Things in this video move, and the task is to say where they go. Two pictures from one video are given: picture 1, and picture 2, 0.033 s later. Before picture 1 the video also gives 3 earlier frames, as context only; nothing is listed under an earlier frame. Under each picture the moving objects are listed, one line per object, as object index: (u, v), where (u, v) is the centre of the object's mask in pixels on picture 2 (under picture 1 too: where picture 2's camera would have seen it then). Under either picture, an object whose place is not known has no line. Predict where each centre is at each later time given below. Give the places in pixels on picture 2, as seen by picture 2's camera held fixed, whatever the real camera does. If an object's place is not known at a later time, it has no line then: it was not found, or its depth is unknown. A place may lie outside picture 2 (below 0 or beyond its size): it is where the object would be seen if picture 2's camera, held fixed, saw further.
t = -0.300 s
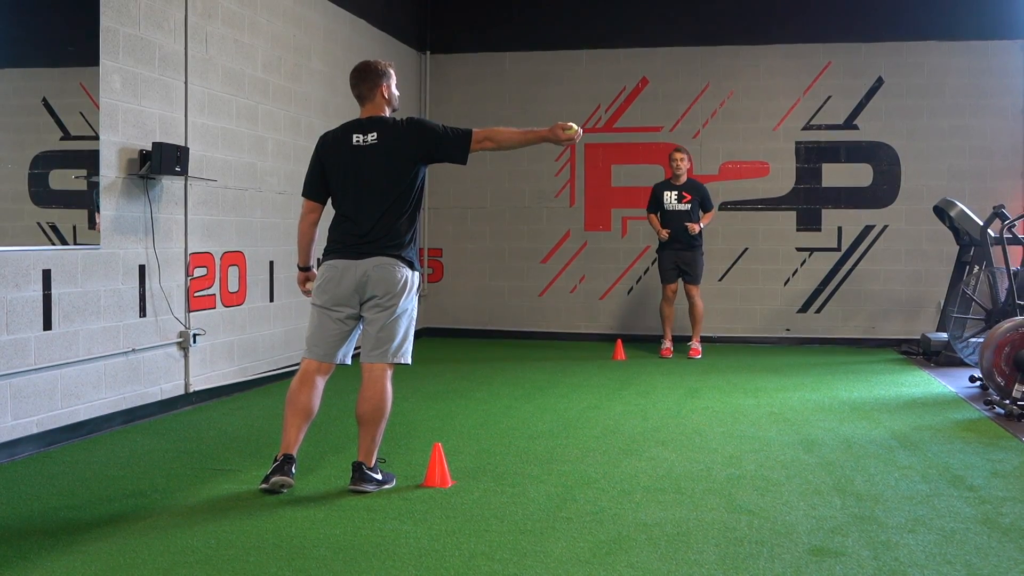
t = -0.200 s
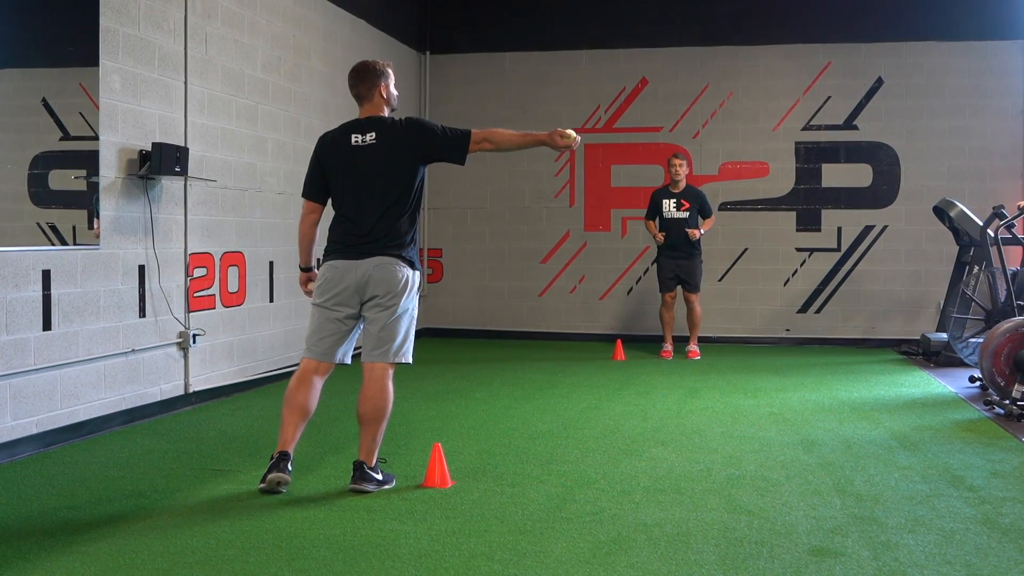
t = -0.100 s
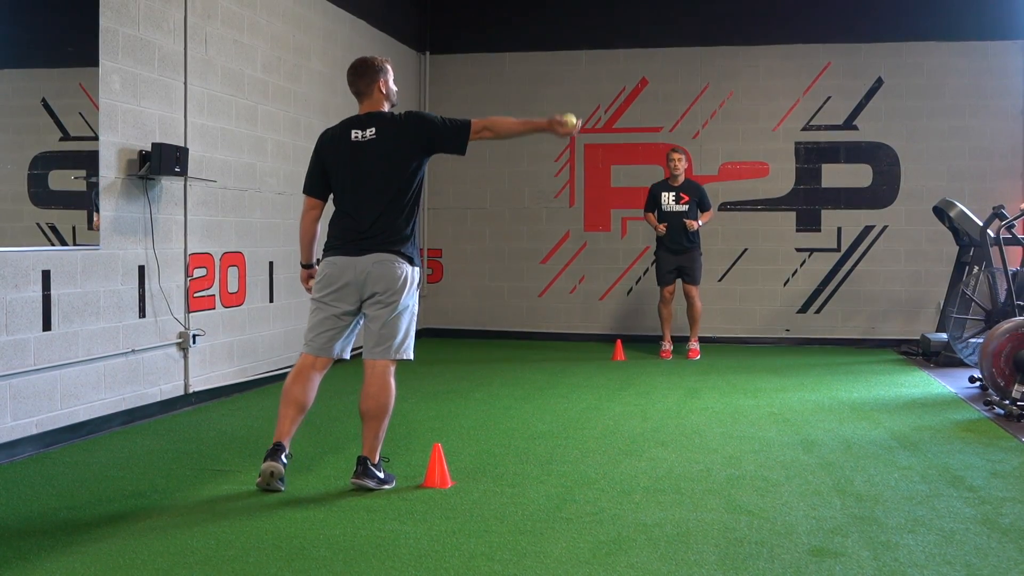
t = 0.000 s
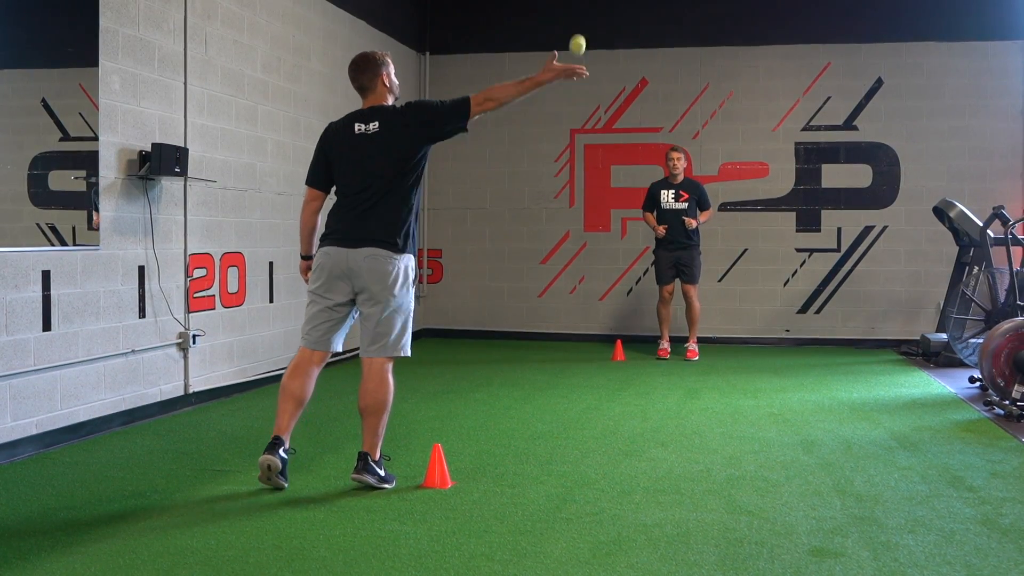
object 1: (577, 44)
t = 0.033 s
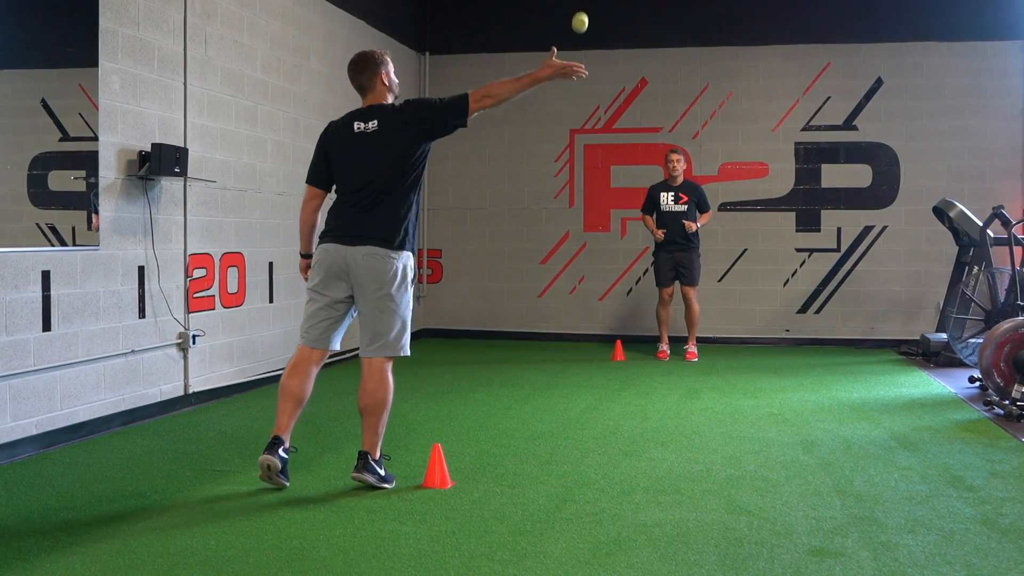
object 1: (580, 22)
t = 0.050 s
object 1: (581, 11)
